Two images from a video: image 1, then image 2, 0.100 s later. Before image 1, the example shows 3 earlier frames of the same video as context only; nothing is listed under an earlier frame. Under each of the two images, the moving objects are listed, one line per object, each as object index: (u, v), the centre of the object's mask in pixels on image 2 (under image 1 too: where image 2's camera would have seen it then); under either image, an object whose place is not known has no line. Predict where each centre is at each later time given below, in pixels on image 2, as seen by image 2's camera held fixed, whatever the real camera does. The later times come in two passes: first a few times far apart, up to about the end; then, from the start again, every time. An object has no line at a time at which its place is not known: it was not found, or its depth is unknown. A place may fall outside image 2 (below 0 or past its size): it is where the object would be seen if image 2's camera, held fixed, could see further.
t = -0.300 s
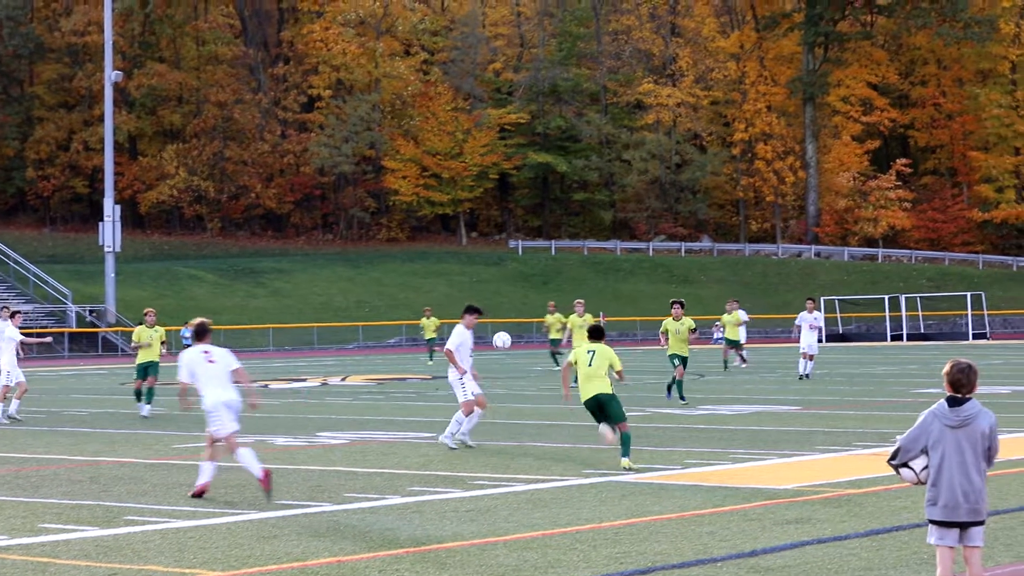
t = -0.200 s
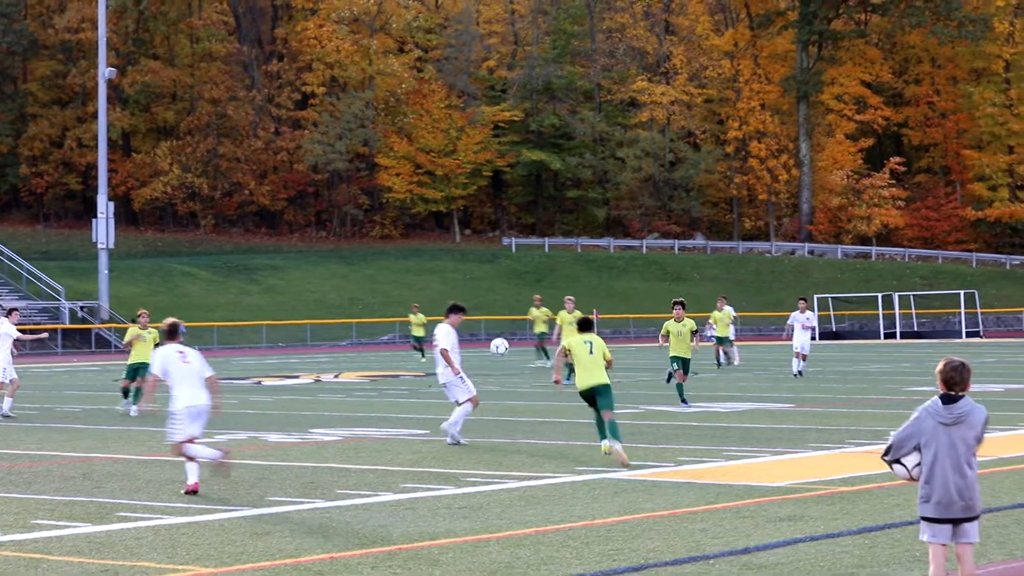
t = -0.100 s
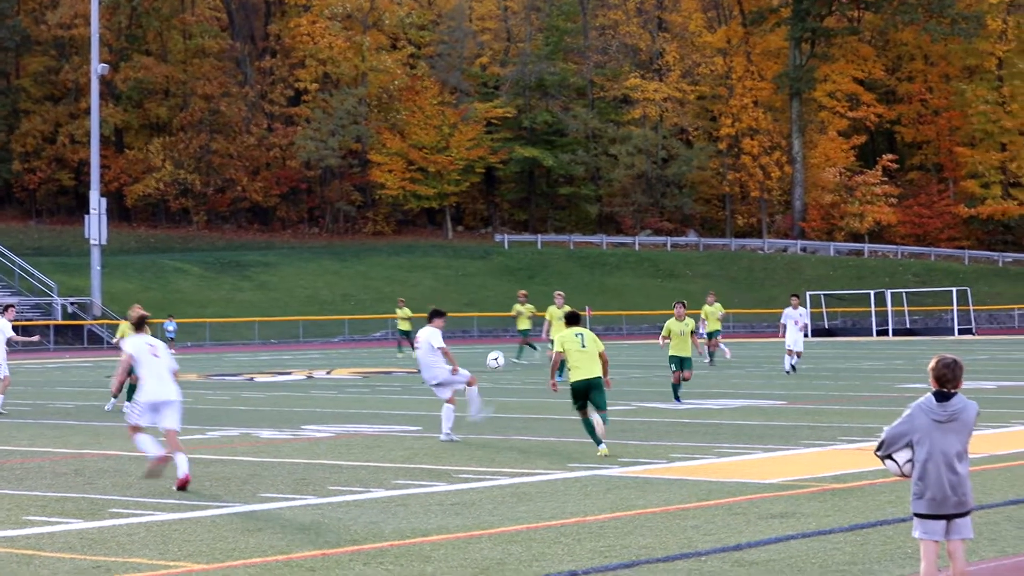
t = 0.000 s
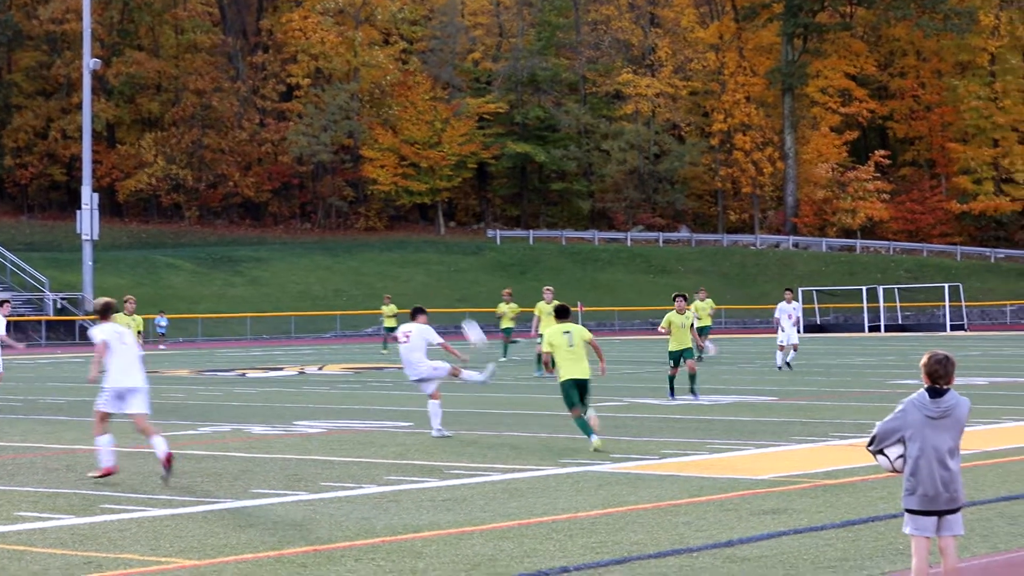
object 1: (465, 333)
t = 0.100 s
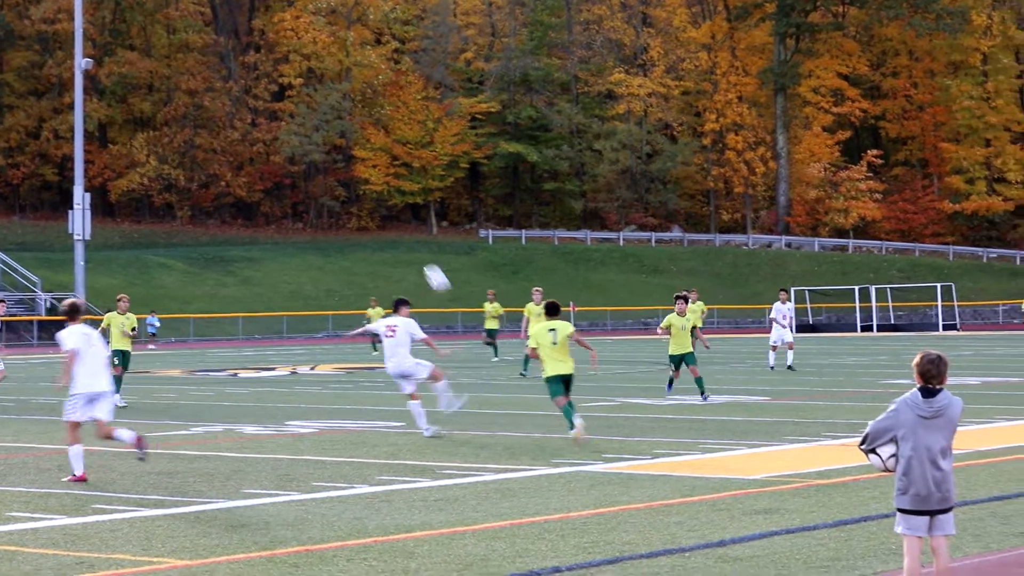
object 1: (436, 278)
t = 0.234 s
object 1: (396, 217)
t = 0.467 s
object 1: (322, 145)
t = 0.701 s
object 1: (248, 118)
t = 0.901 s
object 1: (187, 129)
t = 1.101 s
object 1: (125, 180)
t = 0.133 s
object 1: (426, 262)
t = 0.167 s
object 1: (416, 245)
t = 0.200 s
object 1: (406, 232)
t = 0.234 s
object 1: (396, 217)
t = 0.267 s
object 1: (386, 204)
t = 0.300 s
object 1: (375, 192)
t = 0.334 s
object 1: (364, 181)
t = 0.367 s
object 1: (354, 171)
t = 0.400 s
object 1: (344, 161)
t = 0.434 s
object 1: (333, 153)
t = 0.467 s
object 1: (322, 145)
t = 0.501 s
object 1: (311, 139)
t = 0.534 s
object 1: (297, 136)
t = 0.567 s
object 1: (288, 130)
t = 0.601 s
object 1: (279, 124)
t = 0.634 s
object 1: (269, 121)
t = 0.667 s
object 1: (258, 119)
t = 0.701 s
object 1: (248, 118)
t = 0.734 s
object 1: (237, 117)
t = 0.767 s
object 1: (227, 118)
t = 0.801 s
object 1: (217, 120)
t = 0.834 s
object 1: (207, 122)
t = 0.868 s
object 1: (197, 126)
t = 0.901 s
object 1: (187, 129)
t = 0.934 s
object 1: (177, 135)
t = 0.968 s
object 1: (166, 142)
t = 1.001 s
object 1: (156, 150)
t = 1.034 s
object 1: (146, 158)
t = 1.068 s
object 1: (135, 169)
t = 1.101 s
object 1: (125, 180)
